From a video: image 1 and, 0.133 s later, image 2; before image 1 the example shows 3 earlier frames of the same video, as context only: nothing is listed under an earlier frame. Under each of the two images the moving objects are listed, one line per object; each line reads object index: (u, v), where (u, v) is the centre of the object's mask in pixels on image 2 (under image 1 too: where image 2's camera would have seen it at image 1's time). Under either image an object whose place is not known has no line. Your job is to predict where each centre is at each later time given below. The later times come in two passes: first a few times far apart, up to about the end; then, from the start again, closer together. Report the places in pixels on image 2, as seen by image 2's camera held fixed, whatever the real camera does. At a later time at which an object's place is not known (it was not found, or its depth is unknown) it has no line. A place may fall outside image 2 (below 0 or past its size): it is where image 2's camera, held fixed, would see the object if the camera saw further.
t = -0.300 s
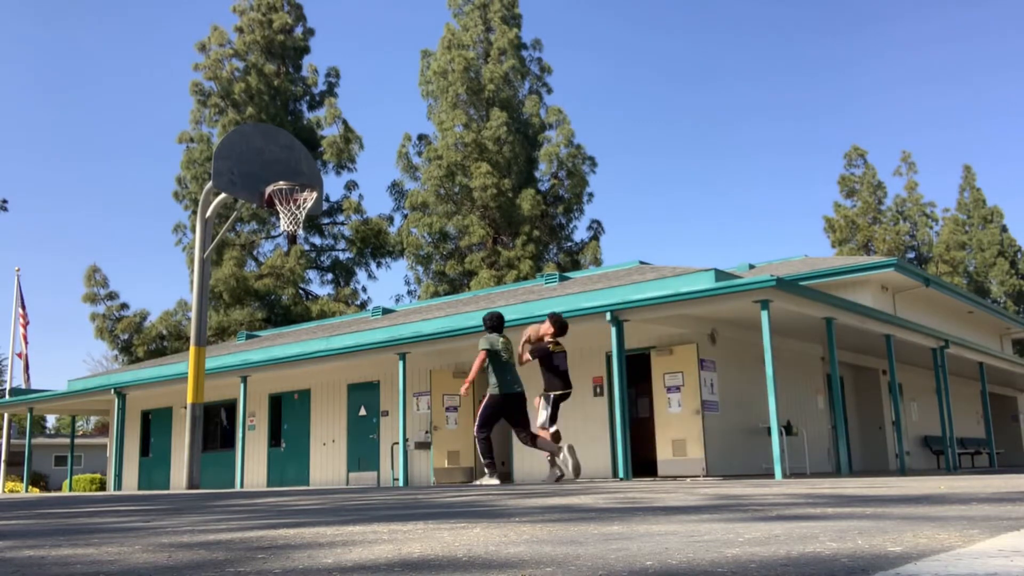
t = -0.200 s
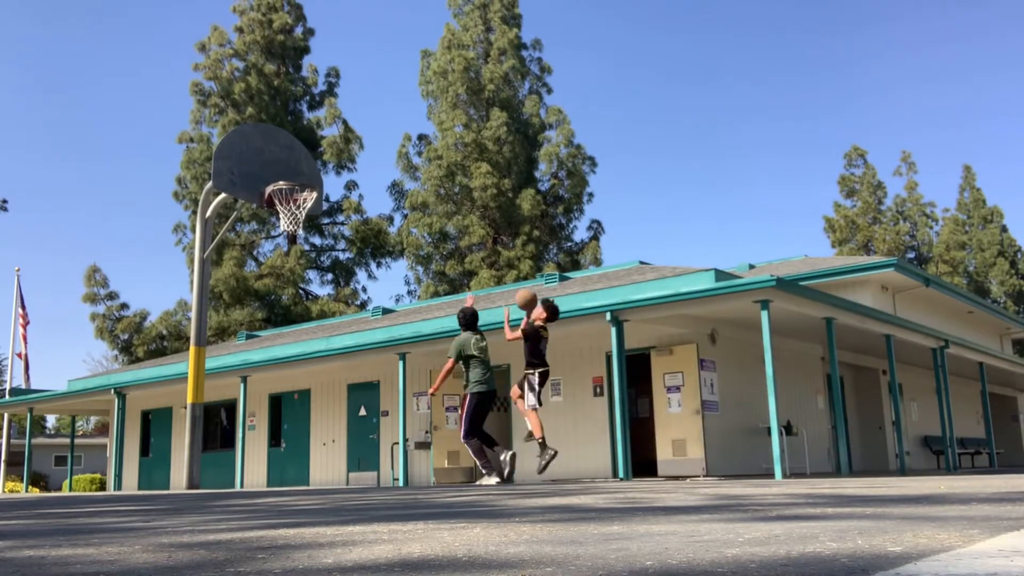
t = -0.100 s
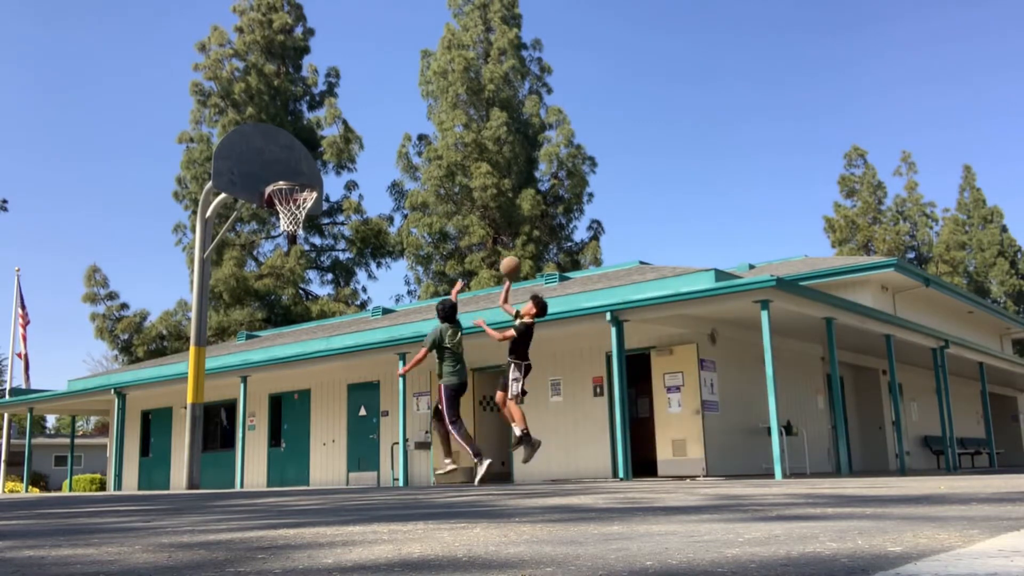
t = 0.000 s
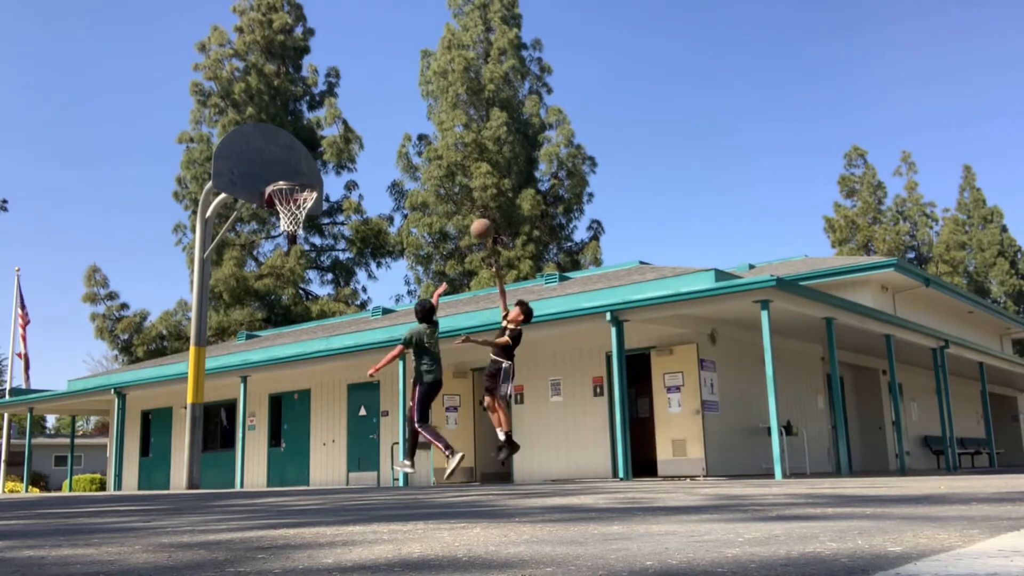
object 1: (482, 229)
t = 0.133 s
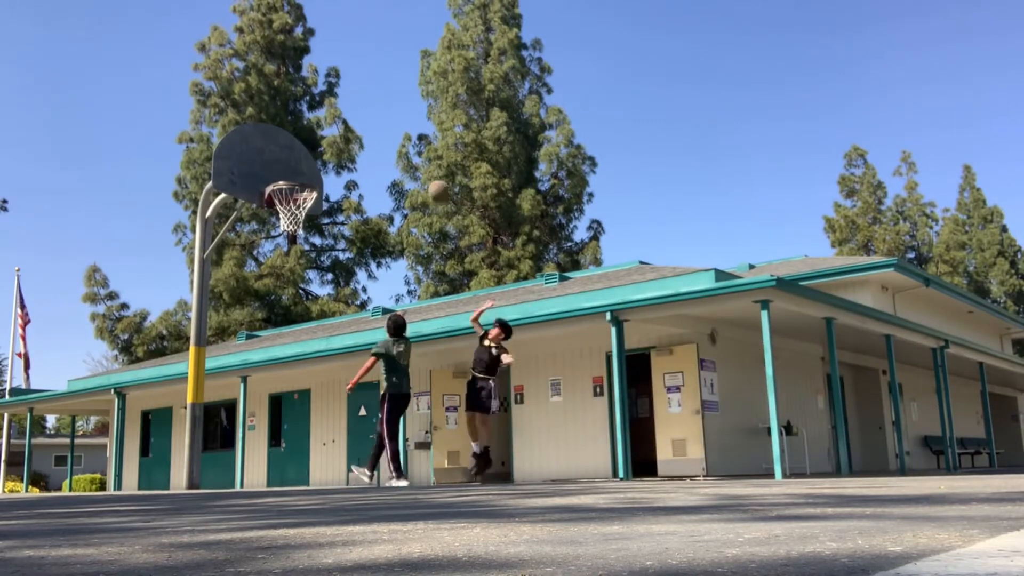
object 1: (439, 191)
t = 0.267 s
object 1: (396, 169)
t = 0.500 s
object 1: (320, 166)
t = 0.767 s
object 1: (280, 165)
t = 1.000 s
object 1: (280, 169)
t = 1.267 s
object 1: (286, 168)
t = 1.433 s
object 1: (292, 188)
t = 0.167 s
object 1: (428, 185)
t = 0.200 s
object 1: (418, 178)
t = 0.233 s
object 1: (407, 173)
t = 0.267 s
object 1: (396, 169)
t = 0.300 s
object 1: (386, 166)
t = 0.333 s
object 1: (375, 164)
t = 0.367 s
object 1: (364, 162)
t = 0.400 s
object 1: (353, 162)
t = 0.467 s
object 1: (331, 164)
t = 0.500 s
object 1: (320, 166)
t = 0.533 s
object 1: (309, 169)
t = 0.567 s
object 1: (297, 172)
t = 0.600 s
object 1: (286, 175)
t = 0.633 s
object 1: (280, 174)
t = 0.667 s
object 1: (280, 172)
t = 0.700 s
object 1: (280, 170)
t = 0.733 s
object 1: (280, 168)
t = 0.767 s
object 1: (280, 165)
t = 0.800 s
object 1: (280, 165)
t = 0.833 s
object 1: (281, 165)
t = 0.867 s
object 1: (280, 165)
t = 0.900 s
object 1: (280, 168)
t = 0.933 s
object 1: (280, 169)
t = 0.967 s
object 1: (280, 172)
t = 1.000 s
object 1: (280, 169)
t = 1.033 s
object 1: (281, 166)
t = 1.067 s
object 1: (282, 164)
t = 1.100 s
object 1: (283, 164)
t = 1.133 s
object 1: (284, 163)
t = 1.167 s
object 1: (285, 163)
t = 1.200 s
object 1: (285, 164)
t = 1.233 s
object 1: (286, 165)
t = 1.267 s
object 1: (286, 168)
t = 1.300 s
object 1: (287, 171)
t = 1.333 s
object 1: (288, 174)
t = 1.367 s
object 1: (288, 178)
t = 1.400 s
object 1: (291, 181)
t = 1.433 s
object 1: (292, 188)
